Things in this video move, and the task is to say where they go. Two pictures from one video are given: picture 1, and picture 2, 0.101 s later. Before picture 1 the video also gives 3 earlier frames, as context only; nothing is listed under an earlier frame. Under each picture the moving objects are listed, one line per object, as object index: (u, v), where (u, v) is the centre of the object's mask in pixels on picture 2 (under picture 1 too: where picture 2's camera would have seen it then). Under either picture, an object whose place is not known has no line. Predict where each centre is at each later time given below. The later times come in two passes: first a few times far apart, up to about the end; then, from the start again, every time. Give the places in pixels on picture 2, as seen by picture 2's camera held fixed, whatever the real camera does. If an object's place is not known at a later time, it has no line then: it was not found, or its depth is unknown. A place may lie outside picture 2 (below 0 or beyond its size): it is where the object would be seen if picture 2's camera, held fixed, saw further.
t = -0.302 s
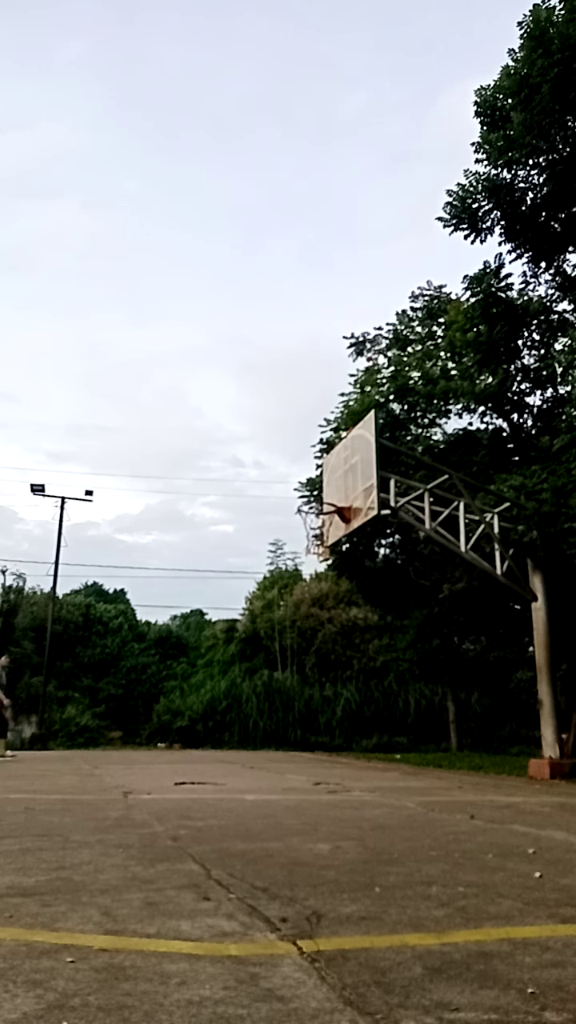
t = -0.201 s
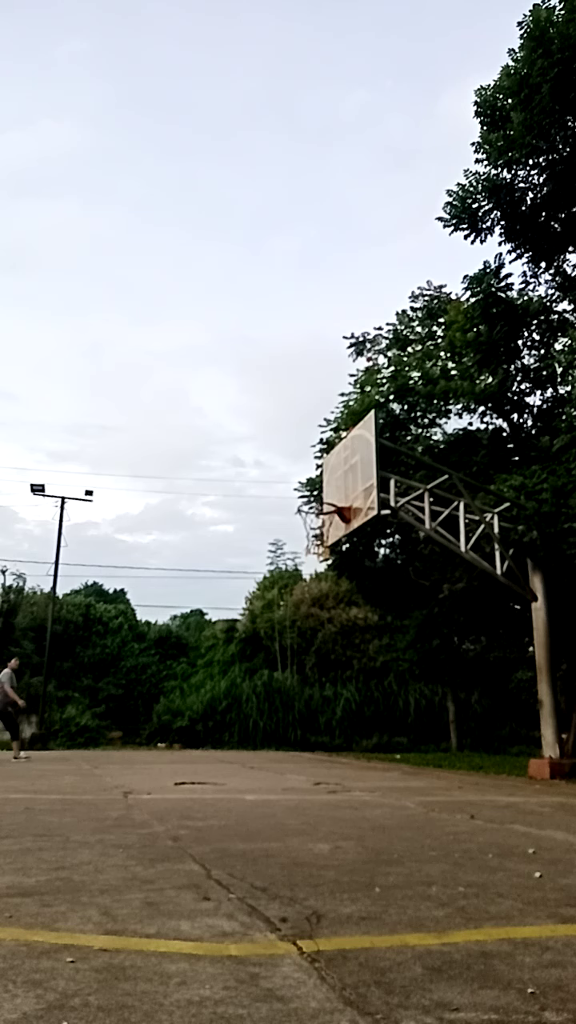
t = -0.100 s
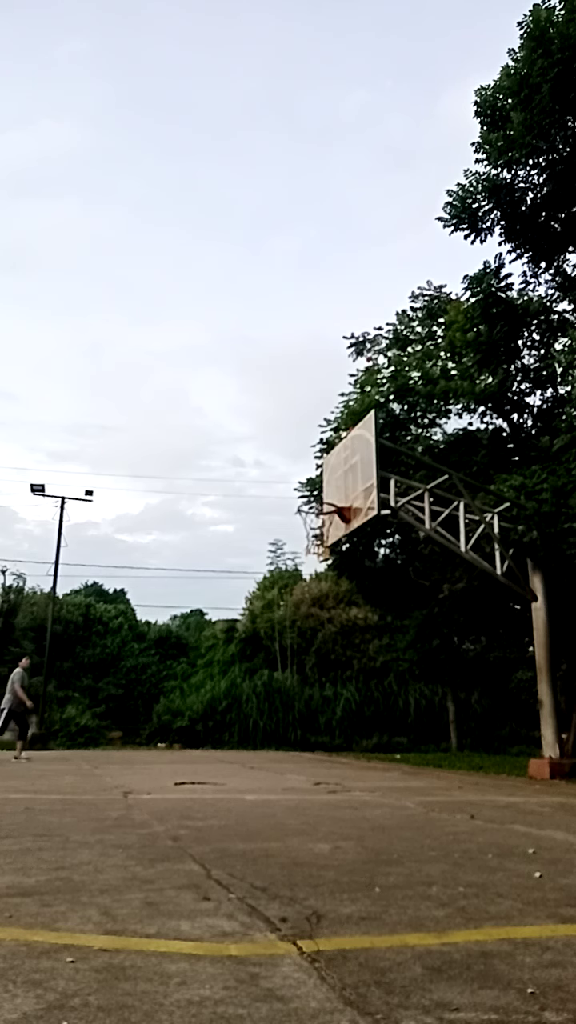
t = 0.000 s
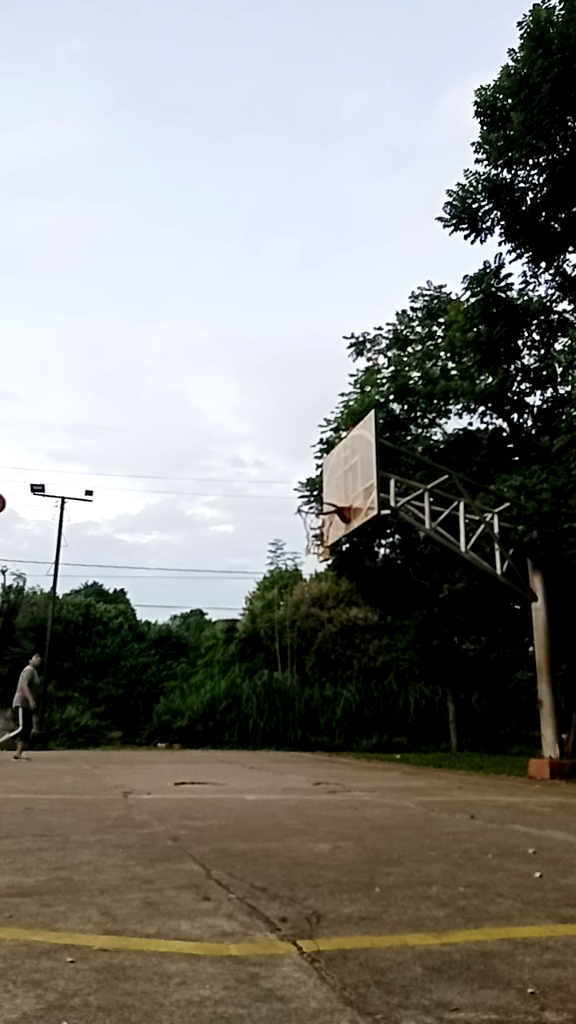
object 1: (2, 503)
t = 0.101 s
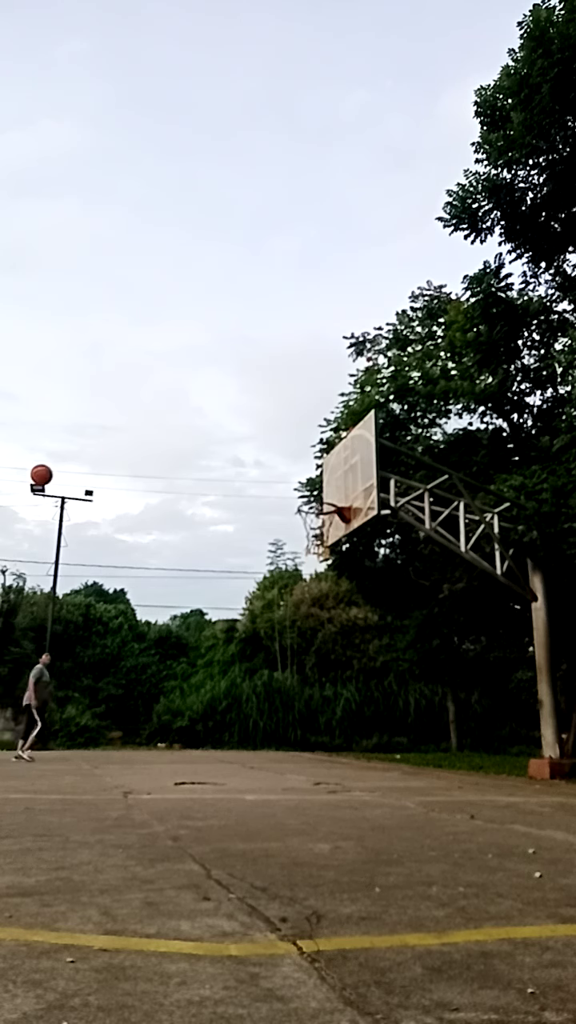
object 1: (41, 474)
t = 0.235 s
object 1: (99, 452)
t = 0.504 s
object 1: (201, 450)
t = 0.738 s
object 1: (281, 492)
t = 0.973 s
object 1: (271, 489)
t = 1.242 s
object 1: (237, 515)
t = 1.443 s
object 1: (212, 567)
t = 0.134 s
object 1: (56, 467)
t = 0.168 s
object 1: (71, 461)
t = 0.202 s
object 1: (85, 456)
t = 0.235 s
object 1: (99, 452)
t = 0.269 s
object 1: (113, 448)
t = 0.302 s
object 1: (126, 446)
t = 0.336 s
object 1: (139, 445)
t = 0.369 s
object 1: (152, 444)
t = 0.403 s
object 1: (165, 445)
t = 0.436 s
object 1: (177, 446)
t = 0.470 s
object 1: (189, 448)
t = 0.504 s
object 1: (201, 450)
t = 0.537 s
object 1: (213, 454)
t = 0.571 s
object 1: (225, 458)
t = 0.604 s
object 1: (236, 463)
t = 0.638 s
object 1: (247, 469)
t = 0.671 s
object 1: (259, 476)
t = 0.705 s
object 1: (270, 483)
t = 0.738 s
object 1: (281, 492)
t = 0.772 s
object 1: (292, 501)
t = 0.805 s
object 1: (291, 500)
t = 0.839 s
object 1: (287, 496)
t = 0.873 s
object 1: (283, 493)
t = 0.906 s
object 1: (279, 491)
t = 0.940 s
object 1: (275, 489)
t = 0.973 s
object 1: (271, 489)
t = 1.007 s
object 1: (266, 489)
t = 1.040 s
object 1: (262, 490)
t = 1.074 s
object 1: (258, 492)
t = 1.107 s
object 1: (254, 495)
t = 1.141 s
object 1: (250, 499)
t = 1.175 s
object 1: (246, 503)
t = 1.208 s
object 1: (242, 509)
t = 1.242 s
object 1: (237, 515)
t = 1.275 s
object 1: (233, 521)
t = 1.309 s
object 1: (229, 529)
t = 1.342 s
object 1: (225, 537)
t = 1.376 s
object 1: (221, 546)
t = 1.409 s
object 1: (216, 557)
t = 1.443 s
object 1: (212, 567)
